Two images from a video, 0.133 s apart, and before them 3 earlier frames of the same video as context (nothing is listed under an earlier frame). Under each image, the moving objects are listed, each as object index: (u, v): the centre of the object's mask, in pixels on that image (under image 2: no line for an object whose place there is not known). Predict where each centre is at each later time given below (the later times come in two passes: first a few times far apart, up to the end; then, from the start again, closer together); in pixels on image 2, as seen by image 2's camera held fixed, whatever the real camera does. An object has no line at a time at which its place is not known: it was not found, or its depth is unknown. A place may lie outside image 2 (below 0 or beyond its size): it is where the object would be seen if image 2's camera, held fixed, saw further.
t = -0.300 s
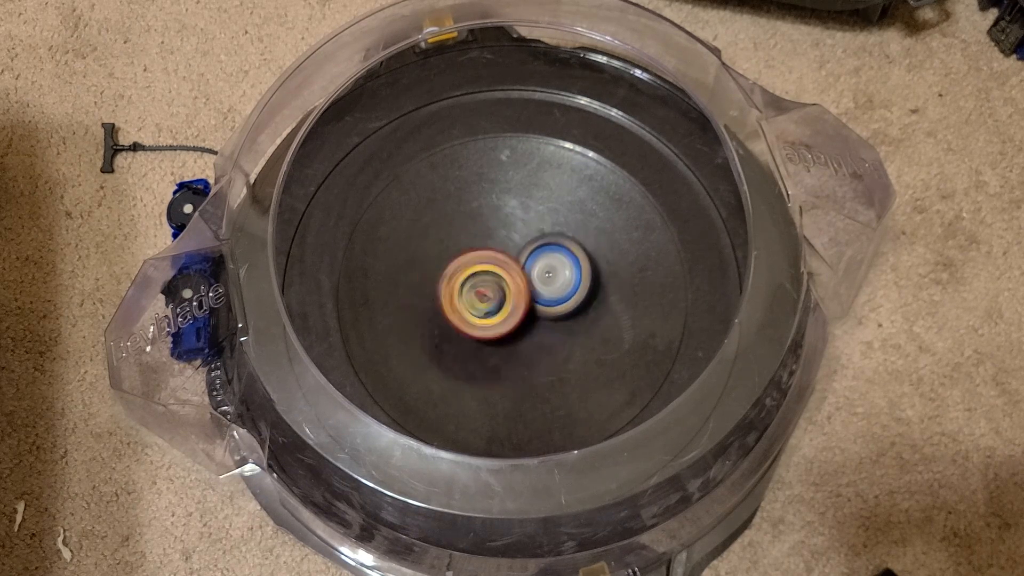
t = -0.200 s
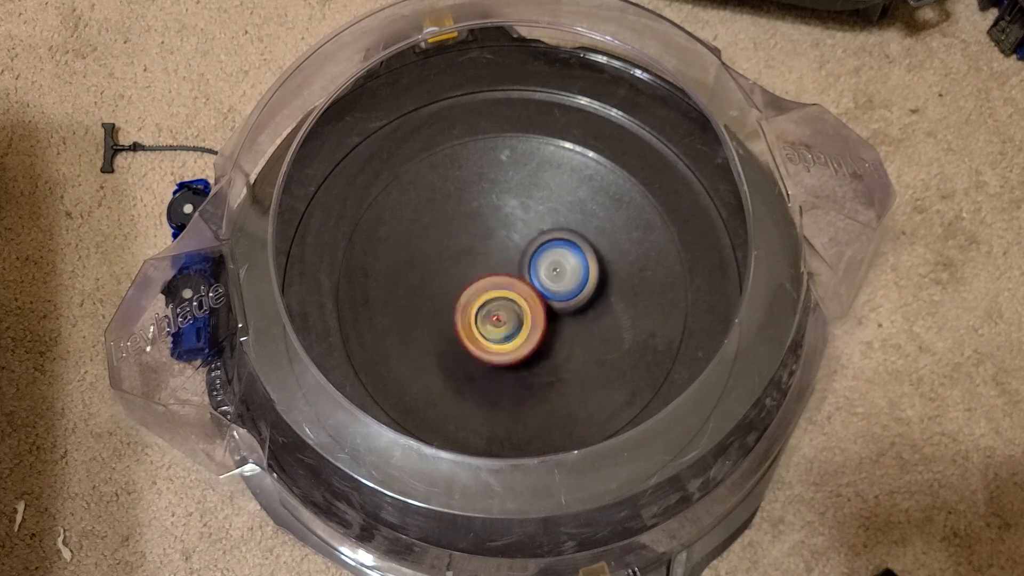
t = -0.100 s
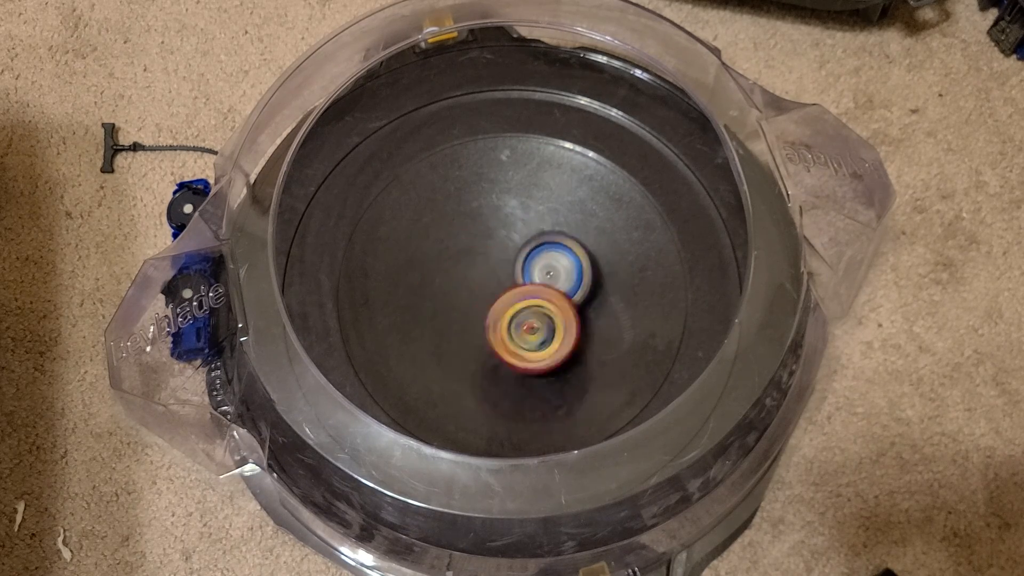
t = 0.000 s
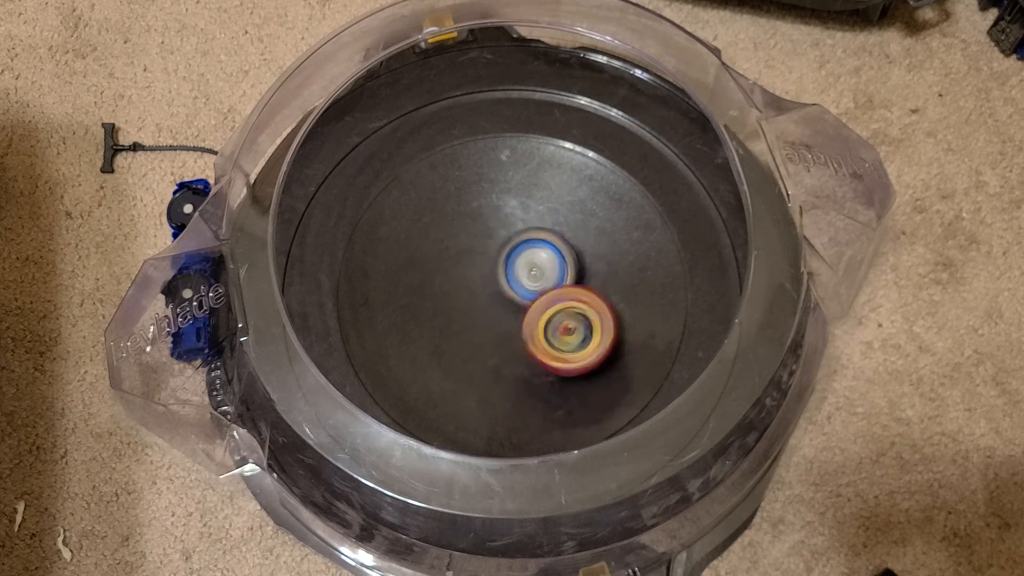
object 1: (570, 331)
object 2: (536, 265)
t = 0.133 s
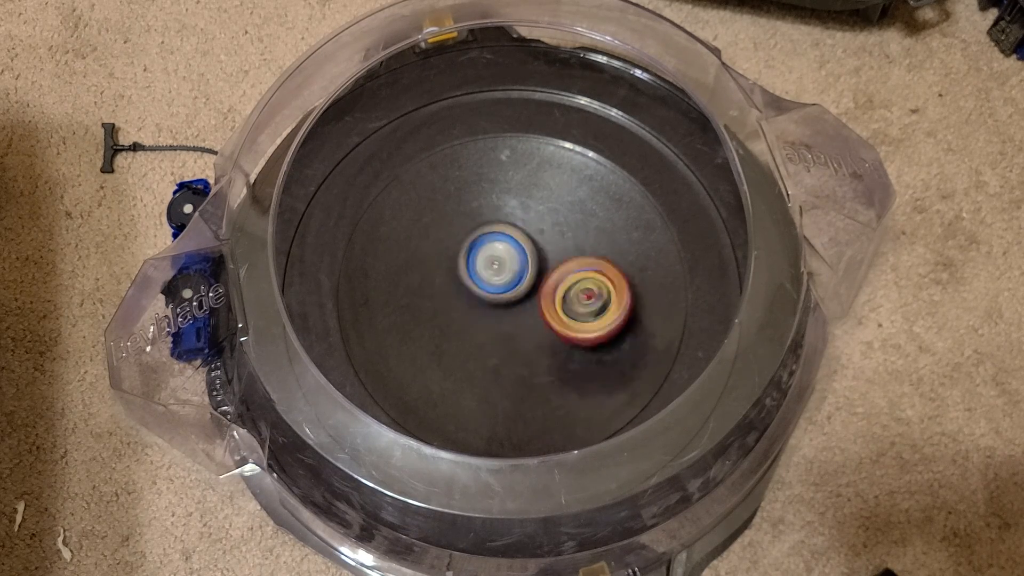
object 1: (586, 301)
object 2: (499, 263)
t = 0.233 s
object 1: (553, 279)
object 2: (482, 255)
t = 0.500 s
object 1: (533, 314)
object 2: (476, 255)
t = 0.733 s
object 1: (514, 371)
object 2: (495, 253)
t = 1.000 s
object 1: (472, 365)
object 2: (495, 281)
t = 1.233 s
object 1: (442, 343)
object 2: (504, 290)
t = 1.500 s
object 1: (454, 317)
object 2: (534, 281)
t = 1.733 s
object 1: (447, 302)
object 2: (545, 289)
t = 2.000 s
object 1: (434, 277)
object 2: (555, 291)
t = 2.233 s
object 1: (469, 263)
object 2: (565, 290)
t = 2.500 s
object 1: (479, 252)
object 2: (555, 291)
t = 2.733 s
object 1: (475, 264)
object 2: (547, 303)
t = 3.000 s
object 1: (472, 283)
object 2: (567, 308)
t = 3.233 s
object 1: (463, 272)
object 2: (560, 310)
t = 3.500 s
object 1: (471, 270)
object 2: (555, 314)
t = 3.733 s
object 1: (477, 246)
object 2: (551, 311)
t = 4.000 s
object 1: (485, 241)
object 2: (548, 328)
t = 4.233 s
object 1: (504, 243)
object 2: (545, 325)
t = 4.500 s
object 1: (499, 247)
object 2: (536, 322)
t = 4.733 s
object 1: (484, 256)
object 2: (545, 341)
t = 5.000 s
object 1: (487, 265)
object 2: (531, 325)
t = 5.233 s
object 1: (487, 262)
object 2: (548, 303)
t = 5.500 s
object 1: (482, 289)
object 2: (553, 274)
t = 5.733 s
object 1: (478, 308)
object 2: (532, 255)
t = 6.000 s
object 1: (476, 307)
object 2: (516, 247)
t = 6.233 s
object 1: (476, 306)
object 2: (523, 250)
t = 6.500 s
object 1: (476, 305)
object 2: (522, 250)
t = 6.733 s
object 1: (476, 305)
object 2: (522, 249)
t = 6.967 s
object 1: (476, 305)
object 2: (522, 249)
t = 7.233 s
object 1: (476, 305)
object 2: (522, 249)
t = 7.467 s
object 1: (476, 305)
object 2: (522, 249)
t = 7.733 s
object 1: (476, 306)
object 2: (522, 249)
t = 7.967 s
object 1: (476, 305)
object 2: (522, 249)
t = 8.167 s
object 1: (476, 305)
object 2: (521, 249)
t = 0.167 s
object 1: (577, 291)
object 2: (492, 262)
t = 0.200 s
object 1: (565, 282)
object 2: (487, 261)
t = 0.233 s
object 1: (553, 279)
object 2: (482, 255)
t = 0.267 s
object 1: (557, 282)
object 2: (474, 249)
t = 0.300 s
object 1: (561, 288)
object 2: (465, 245)
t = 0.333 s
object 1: (561, 290)
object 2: (461, 244)
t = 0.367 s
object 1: (560, 297)
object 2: (461, 245)
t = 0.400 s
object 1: (556, 301)
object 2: (463, 247)
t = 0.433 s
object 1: (549, 306)
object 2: (466, 250)
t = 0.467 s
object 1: (542, 309)
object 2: (471, 252)
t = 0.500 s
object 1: (533, 314)
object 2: (476, 255)
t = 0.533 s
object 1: (526, 316)
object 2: (481, 258)
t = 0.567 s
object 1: (518, 320)
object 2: (485, 259)
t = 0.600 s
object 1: (516, 332)
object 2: (490, 258)
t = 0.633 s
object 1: (517, 345)
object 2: (490, 256)
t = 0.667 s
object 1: (516, 356)
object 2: (493, 253)
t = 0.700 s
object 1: (516, 364)
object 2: (495, 253)
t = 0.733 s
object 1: (514, 371)
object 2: (495, 253)
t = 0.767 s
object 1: (511, 377)
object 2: (496, 254)
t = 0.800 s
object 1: (507, 380)
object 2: (496, 256)
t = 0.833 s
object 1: (503, 382)
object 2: (496, 260)
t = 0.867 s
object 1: (498, 382)
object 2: (496, 262)
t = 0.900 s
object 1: (492, 380)
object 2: (495, 266)
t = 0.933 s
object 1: (487, 377)
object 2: (495, 270)
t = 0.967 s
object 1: (480, 372)
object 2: (495, 275)
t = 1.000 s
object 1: (472, 365)
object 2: (495, 281)
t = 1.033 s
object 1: (466, 357)
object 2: (495, 286)
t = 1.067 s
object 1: (456, 353)
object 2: (498, 289)
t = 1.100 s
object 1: (452, 354)
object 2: (500, 290)
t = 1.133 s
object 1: (447, 353)
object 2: (501, 290)
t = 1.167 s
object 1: (444, 351)
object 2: (502, 289)
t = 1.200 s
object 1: (443, 347)
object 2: (503, 290)
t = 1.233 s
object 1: (442, 343)
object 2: (504, 290)
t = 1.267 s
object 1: (444, 337)
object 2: (506, 290)
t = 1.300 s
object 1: (442, 337)
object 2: (511, 286)
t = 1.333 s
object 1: (442, 335)
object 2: (515, 282)
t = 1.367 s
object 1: (444, 332)
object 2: (519, 280)
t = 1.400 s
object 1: (448, 329)
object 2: (520, 280)
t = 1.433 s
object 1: (454, 323)
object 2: (522, 282)
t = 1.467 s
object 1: (455, 319)
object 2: (528, 282)
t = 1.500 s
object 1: (454, 317)
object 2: (534, 281)
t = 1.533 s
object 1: (454, 315)
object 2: (537, 283)
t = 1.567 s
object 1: (457, 312)
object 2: (537, 286)
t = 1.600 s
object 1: (454, 309)
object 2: (541, 286)
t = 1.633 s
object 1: (451, 308)
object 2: (548, 284)
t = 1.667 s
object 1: (449, 306)
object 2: (549, 284)
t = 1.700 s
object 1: (447, 304)
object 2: (548, 285)
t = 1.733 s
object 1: (447, 302)
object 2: (545, 289)
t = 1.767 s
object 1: (447, 298)
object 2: (542, 291)
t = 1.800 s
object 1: (451, 295)
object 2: (539, 295)
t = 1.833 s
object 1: (449, 292)
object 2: (541, 295)
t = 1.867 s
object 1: (443, 287)
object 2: (550, 296)
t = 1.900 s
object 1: (437, 284)
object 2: (554, 295)
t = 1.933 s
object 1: (435, 281)
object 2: (556, 293)
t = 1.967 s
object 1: (432, 278)
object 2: (556, 292)
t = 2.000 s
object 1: (434, 277)
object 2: (555, 291)
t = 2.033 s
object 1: (438, 276)
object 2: (554, 291)
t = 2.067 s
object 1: (444, 274)
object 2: (554, 290)
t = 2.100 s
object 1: (452, 273)
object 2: (552, 289)
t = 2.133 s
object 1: (464, 272)
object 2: (552, 289)
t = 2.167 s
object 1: (467, 267)
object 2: (556, 287)
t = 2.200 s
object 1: (468, 265)
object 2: (562, 289)
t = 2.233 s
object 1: (469, 263)
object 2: (565, 290)
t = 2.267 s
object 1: (469, 260)
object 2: (563, 290)
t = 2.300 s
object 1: (470, 258)
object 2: (563, 291)
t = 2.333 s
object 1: (472, 258)
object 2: (560, 289)
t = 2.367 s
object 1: (476, 257)
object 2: (559, 289)
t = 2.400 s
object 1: (476, 253)
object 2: (559, 290)
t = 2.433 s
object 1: (476, 252)
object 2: (559, 290)
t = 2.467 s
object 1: (477, 253)
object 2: (558, 290)
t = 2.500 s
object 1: (479, 252)
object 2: (555, 291)
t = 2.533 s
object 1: (480, 252)
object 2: (553, 291)
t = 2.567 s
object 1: (480, 253)
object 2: (547, 294)
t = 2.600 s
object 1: (475, 253)
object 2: (549, 297)
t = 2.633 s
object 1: (473, 254)
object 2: (548, 298)
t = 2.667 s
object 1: (472, 256)
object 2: (548, 300)
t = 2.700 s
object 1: (474, 260)
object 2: (546, 301)
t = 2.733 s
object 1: (475, 264)
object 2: (547, 303)
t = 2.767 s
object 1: (465, 262)
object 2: (558, 306)
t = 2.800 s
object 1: (459, 264)
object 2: (565, 310)
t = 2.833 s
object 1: (457, 268)
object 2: (568, 310)
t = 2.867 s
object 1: (460, 275)
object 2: (567, 308)
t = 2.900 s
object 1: (466, 280)
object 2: (564, 308)
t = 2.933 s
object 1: (475, 284)
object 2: (561, 308)
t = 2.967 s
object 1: (477, 283)
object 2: (562, 308)
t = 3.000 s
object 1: (472, 283)
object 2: (567, 308)
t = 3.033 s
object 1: (469, 282)
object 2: (568, 307)
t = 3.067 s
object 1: (469, 282)
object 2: (565, 306)
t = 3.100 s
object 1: (469, 281)
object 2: (561, 306)
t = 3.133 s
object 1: (472, 283)
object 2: (557, 306)
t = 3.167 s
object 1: (476, 282)
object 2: (553, 307)
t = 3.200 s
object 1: (466, 276)
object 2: (555, 309)
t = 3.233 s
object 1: (463, 272)
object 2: (560, 310)
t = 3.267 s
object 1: (458, 270)
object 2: (559, 310)
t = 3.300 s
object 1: (456, 269)
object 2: (560, 310)
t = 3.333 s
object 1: (457, 270)
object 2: (557, 310)
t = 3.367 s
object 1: (457, 271)
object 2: (554, 312)
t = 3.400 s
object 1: (463, 272)
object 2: (552, 312)
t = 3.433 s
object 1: (469, 274)
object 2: (549, 313)
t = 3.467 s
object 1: (470, 271)
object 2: (554, 315)
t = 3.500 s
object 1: (471, 270)
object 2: (555, 314)
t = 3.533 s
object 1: (475, 268)
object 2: (555, 313)
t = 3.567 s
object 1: (477, 263)
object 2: (555, 313)
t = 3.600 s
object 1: (479, 263)
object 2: (555, 312)
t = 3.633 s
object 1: (479, 259)
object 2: (553, 310)
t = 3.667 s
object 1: (481, 255)
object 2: (552, 310)
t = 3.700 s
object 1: (477, 247)
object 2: (553, 311)
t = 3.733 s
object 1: (477, 246)
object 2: (551, 311)
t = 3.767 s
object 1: (475, 243)
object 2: (549, 310)
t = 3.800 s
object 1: (477, 244)
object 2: (547, 310)
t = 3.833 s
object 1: (478, 245)
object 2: (543, 310)
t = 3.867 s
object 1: (482, 250)
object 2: (540, 312)
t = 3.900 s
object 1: (484, 250)
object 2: (539, 313)
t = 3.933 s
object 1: (484, 244)
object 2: (540, 318)
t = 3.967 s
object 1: (485, 241)
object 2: (544, 325)
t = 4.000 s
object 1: (485, 241)
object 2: (548, 328)
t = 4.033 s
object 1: (484, 241)
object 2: (549, 327)
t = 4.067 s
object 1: (485, 241)
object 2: (550, 325)
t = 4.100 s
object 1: (487, 242)
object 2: (549, 323)
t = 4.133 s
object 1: (491, 243)
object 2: (548, 321)
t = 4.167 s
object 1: (498, 246)
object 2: (546, 320)
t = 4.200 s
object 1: (501, 243)
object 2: (545, 323)
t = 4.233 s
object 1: (504, 243)
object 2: (545, 325)
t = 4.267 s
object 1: (504, 243)
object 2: (545, 325)
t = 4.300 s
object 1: (507, 242)
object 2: (544, 326)
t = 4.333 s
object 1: (506, 239)
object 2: (546, 328)
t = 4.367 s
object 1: (505, 237)
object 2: (547, 327)
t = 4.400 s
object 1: (504, 236)
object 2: (544, 325)
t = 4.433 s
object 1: (503, 241)
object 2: (542, 322)
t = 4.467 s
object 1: (502, 244)
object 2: (538, 320)
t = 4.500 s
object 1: (499, 247)
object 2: (536, 322)
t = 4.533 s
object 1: (493, 244)
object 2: (534, 329)
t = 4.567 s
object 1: (492, 243)
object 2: (533, 333)
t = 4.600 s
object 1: (493, 244)
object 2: (536, 334)
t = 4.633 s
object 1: (493, 249)
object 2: (536, 333)
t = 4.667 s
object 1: (490, 257)
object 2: (536, 334)
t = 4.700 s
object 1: (487, 259)
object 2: (541, 338)
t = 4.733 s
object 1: (484, 256)
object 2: (545, 341)
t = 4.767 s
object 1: (485, 256)
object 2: (545, 342)
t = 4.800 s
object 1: (486, 259)
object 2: (547, 340)
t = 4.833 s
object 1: (486, 263)
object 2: (547, 338)
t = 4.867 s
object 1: (483, 265)
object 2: (547, 335)
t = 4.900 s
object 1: (482, 266)
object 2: (544, 331)
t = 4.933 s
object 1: (482, 264)
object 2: (541, 328)
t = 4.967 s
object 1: (487, 264)
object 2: (536, 325)
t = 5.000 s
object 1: (487, 265)
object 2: (531, 325)
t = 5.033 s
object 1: (481, 262)
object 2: (532, 323)
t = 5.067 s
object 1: (477, 257)
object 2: (533, 321)
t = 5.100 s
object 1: (477, 255)
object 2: (535, 319)
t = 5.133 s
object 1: (481, 256)
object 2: (535, 315)
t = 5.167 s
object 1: (486, 259)
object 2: (537, 312)
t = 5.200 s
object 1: (487, 261)
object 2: (542, 307)
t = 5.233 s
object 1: (487, 262)
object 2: (548, 303)
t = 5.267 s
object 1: (487, 264)
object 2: (552, 299)
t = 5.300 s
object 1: (486, 269)
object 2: (555, 294)
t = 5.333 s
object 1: (483, 275)
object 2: (558, 289)
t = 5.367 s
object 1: (477, 278)
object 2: (557, 284)
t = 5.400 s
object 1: (475, 278)
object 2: (557, 280)
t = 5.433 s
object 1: (475, 281)
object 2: (556, 278)
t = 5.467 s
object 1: (478, 284)
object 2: (553, 275)
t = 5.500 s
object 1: (482, 289)
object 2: (553, 274)
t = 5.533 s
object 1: (482, 294)
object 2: (552, 271)
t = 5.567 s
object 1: (483, 299)
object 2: (548, 267)
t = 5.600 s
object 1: (480, 304)
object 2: (544, 264)
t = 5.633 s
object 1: (478, 307)
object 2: (543, 262)
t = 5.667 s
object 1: (477, 308)
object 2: (539, 259)
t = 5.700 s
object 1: (477, 308)
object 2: (536, 257)
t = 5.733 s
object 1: (478, 308)
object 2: (532, 255)
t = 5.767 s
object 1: (477, 307)
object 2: (529, 252)
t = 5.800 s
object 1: (475, 307)
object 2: (526, 249)
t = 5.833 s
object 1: (475, 307)
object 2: (523, 248)
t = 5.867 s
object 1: (474, 307)
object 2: (521, 247)
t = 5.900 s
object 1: (474, 306)
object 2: (518, 246)
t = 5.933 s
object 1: (475, 307)
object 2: (517, 246)
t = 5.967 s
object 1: (475, 307)
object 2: (516, 247)
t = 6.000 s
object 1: (476, 307)
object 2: (516, 247)
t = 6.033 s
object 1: (476, 306)
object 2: (517, 248)
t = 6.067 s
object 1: (476, 306)
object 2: (519, 248)
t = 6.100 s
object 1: (476, 306)
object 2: (520, 249)
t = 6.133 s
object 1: (476, 306)
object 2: (522, 249)
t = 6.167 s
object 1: (476, 306)
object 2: (522, 249)
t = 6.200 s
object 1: (476, 306)
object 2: (523, 250)
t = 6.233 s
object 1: (476, 306)
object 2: (523, 250)
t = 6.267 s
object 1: (476, 306)
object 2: (523, 250)
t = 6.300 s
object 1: (476, 306)
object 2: (523, 250)
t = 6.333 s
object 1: (476, 306)
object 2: (523, 250)
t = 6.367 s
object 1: (476, 306)
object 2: (523, 250)
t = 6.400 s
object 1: (476, 305)
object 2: (522, 250)
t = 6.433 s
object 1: (476, 305)
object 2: (522, 250)
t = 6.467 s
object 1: (476, 306)
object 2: (522, 250)
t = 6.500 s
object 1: (476, 305)
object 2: (522, 250)
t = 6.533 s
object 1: (476, 306)
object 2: (522, 250)
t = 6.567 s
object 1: (476, 305)
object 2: (523, 250)
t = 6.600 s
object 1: (476, 305)
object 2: (522, 250)
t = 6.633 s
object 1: (476, 305)
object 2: (522, 249)
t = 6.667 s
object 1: (476, 305)
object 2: (522, 250)
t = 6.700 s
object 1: (476, 305)
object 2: (522, 249)
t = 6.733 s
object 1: (476, 305)
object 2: (522, 249)
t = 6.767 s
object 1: (476, 305)
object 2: (522, 249)
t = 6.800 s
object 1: (476, 305)
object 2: (522, 249)
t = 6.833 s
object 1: (476, 305)
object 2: (522, 249)
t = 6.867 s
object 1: (476, 305)
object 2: (522, 249)
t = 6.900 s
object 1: (476, 305)
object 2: (522, 249)
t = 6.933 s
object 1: (476, 305)
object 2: (522, 249)
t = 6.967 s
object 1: (476, 305)
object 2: (522, 249)
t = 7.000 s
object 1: (476, 305)
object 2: (522, 249)
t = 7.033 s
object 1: (476, 305)
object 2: (522, 249)
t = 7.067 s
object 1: (476, 306)
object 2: (522, 249)
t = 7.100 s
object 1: (476, 305)
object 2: (522, 249)
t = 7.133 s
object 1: (476, 305)
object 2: (522, 249)
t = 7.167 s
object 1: (476, 305)
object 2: (522, 249)
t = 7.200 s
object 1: (476, 305)
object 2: (522, 249)
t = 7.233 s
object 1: (476, 305)
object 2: (522, 249)
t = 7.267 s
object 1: (476, 305)
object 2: (522, 249)
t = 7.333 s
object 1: (476, 305)
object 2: (522, 249)
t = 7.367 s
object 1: (476, 305)
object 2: (522, 249)
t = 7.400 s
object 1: (476, 305)
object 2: (522, 249)
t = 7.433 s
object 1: (476, 305)
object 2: (522, 249)
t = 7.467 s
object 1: (476, 305)
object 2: (522, 249)
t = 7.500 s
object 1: (476, 305)
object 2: (522, 249)
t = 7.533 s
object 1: (476, 305)
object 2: (521, 249)
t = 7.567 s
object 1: (476, 306)
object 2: (521, 249)
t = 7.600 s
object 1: (476, 306)
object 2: (521, 249)
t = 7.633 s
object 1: (476, 305)
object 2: (522, 249)
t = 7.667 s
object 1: (476, 306)
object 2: (522, 249)
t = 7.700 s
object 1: (476, 306)
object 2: (522, 250)
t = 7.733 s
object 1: (476, 306)
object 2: (522, 249)
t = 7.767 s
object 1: (476, 305)
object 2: (522, 249)
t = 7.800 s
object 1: (476, 305)
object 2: (522, 249)
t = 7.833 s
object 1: (476, 305)
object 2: (522, 249)
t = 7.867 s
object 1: (476, 305)
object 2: (522, 249)
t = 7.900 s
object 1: (476, 306)
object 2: (521, 249)
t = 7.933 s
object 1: (476, 305)
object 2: (522, 250)
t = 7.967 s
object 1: (476, 305)
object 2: (522, 249)
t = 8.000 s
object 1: (476, 305)
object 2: (521, 249)
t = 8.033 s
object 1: (476, 306)
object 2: (521, 249)
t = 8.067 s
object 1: (476, 305)
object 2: (521, 249)
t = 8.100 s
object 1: (476, 305)
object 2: (521, 249)
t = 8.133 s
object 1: (476, 305)
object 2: (521, 249)
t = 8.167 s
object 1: (476, 305)
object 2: (521, 249)
